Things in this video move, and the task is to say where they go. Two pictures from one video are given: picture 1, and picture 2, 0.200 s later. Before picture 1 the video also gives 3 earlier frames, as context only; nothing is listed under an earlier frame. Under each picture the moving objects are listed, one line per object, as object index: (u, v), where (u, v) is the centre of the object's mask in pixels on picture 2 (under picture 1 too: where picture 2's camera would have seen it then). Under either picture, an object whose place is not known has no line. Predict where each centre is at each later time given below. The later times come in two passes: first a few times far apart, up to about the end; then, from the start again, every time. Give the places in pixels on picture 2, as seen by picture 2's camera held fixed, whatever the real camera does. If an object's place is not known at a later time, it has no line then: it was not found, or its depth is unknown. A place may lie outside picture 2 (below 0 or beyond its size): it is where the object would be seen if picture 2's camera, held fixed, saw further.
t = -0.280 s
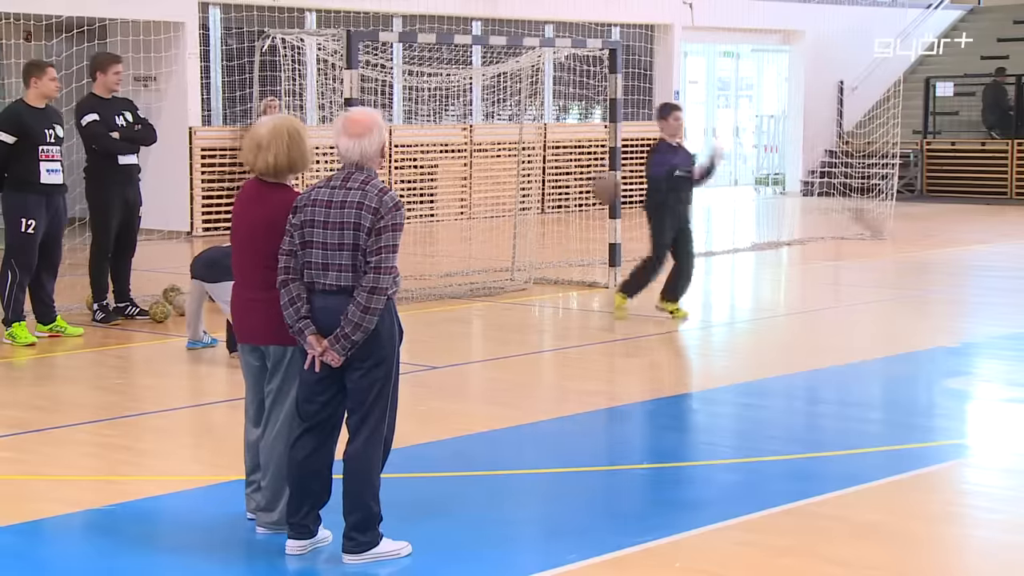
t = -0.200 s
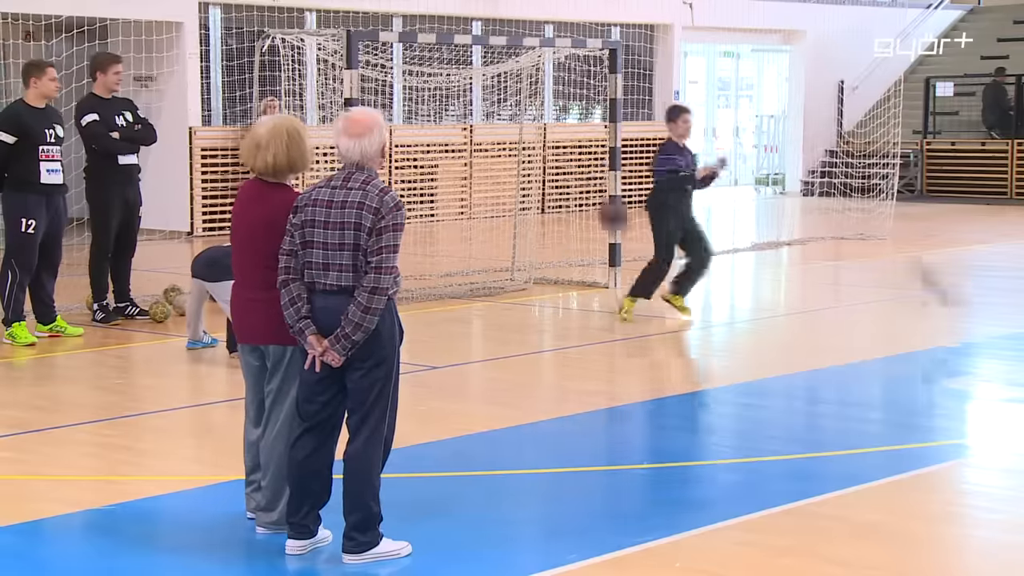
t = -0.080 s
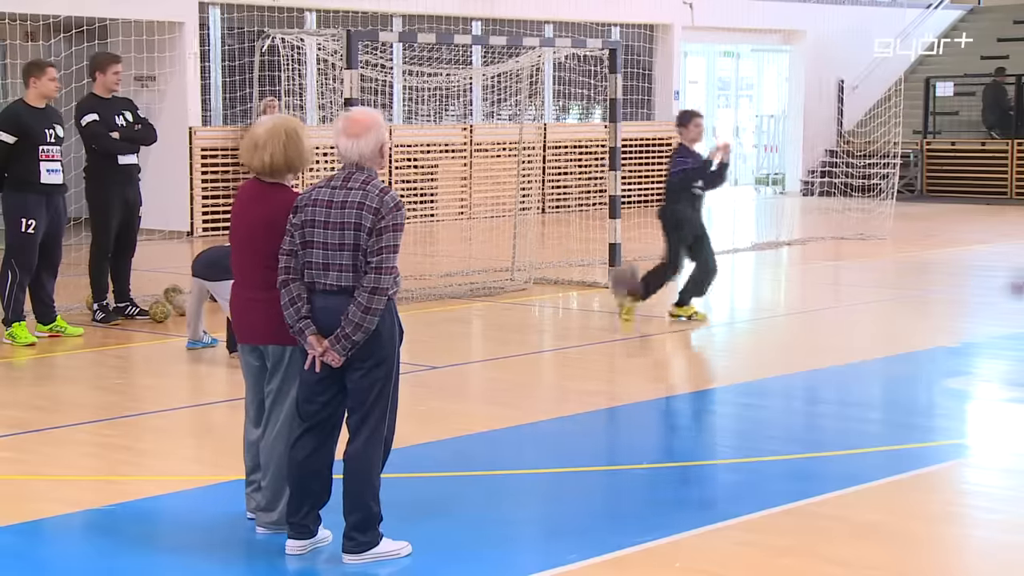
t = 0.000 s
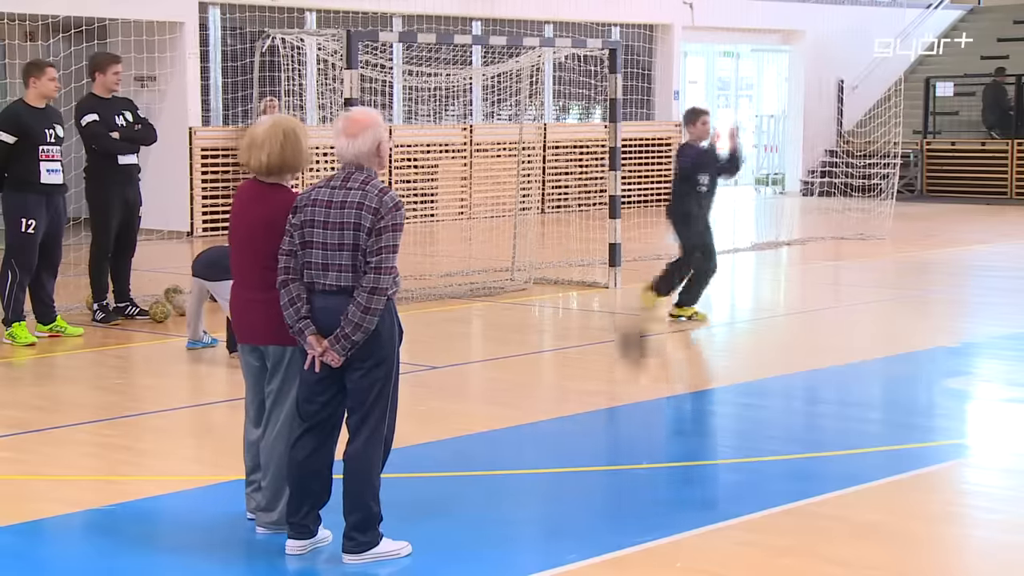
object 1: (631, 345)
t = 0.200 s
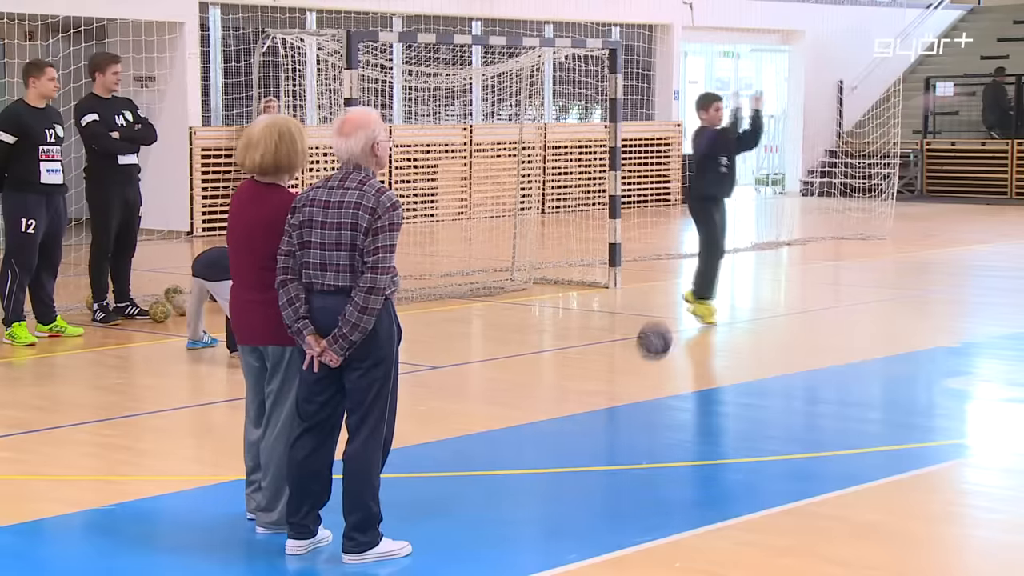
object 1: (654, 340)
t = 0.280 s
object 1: (662, 323)
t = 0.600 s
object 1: (702, 383)
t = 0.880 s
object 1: (745, 432)
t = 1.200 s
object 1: (806, 533)
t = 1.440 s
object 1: (859, 558)
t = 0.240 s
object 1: (658, 330)
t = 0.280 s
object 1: (662, 323)
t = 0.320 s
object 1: (667, 319)
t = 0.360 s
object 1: (672, 317)
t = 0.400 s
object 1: (676, 320)
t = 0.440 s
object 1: (681, 325)
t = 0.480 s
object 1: (685, 334)
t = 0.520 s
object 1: (692, 348)
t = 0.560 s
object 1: (697, 364)
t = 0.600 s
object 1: (702, 383)
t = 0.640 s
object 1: (706, 416)
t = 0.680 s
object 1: (711, 446)
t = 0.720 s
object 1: (719, 464)
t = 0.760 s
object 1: (726, 451)
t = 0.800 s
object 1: (732, 441)
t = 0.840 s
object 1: (738, 435)
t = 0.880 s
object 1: (745, 432)
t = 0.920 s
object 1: (752, 433)
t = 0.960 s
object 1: (758, 436)
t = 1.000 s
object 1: (766, 448)
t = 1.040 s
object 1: (774, 462)
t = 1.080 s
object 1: (782, 482)
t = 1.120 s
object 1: (789, 503)
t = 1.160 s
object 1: (799, 536)
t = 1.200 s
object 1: (806, 533)
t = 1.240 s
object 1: (815, 526)
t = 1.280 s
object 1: (823, 524)
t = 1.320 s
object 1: (831, 526)
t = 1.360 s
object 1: (841, 535)
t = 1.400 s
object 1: (850, 549)
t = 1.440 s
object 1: (859, 558)
